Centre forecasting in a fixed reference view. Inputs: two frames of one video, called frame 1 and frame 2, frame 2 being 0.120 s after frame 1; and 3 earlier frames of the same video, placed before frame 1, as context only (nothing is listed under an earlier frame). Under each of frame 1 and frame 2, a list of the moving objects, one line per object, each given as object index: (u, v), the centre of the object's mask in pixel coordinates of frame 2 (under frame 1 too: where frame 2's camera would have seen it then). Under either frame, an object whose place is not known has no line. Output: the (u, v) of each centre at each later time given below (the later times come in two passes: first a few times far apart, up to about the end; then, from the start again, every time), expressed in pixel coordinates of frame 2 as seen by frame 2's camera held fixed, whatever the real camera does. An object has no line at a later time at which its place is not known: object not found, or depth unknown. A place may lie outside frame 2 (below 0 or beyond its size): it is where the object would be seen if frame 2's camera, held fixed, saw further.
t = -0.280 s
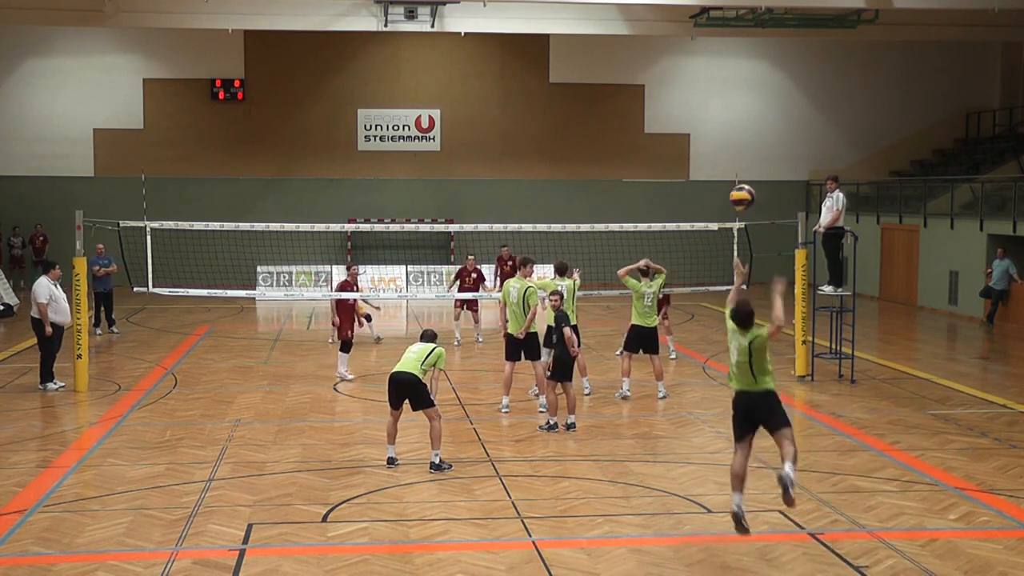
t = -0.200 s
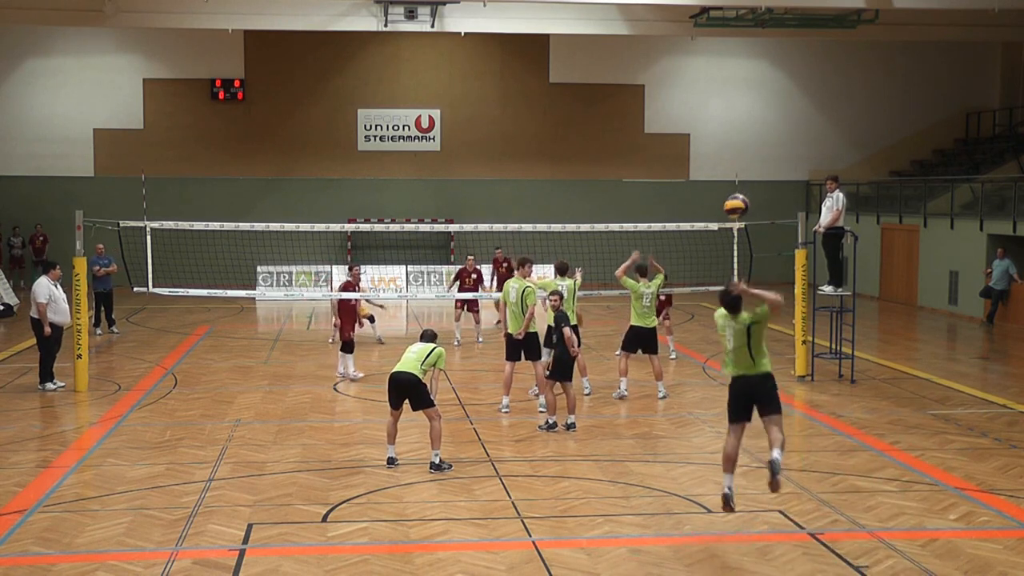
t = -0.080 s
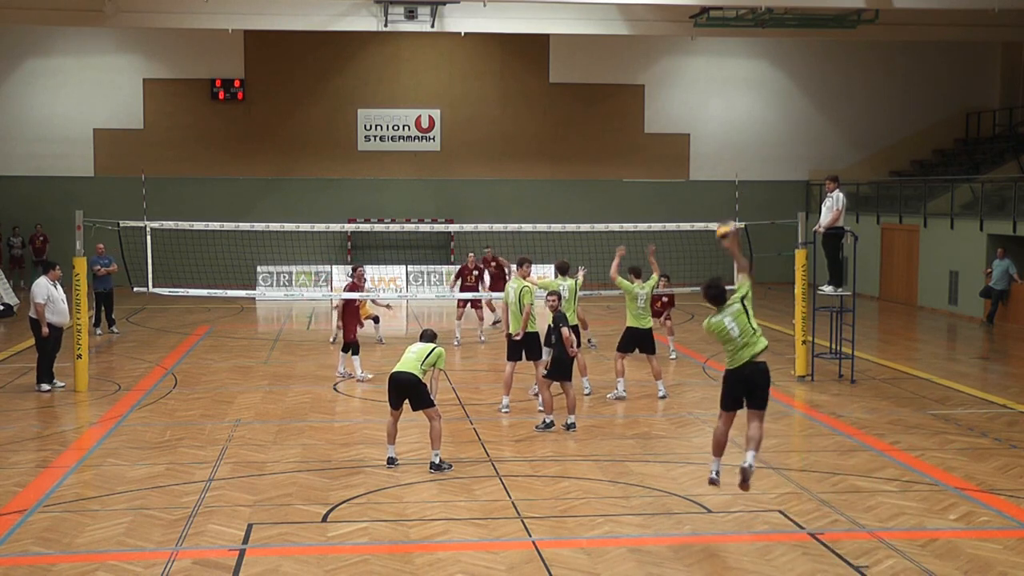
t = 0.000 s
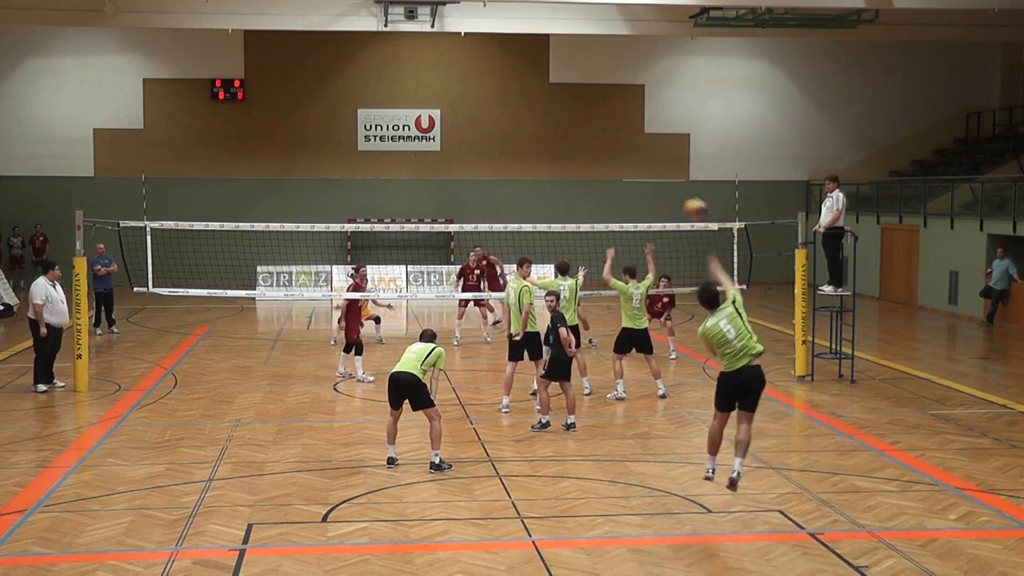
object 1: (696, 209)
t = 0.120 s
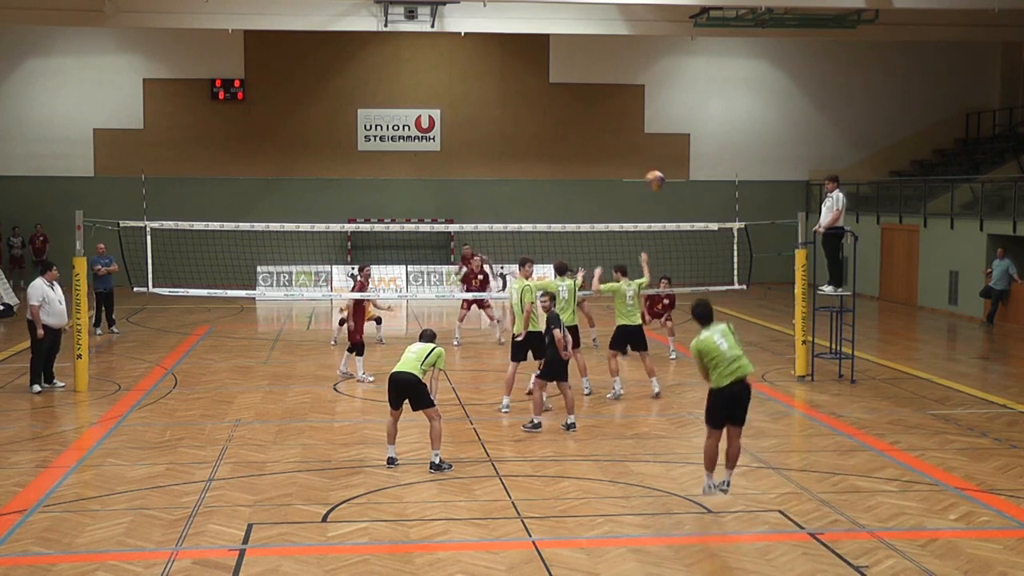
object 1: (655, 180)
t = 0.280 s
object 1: (614, 161)
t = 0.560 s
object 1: (560, 171)
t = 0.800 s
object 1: (521, 202)
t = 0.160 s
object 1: (644, 174)
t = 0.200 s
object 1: (633, 168)
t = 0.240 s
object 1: (623, 163)
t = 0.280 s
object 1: (614, 161)
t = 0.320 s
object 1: (605, 161)
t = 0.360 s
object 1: (596, 161)
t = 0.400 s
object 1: (588, 162)
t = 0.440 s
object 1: (581, 163)
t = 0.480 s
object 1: (573, 165)
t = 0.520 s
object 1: (566, 168)
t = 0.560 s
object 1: (560, 171)
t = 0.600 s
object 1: (553, 175)
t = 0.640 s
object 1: (547, 179)
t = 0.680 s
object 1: (540, 184)
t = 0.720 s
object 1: (534, 189)
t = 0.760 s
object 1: (527, 195)
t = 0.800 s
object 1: (521, 202)
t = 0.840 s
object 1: (515, 208)
